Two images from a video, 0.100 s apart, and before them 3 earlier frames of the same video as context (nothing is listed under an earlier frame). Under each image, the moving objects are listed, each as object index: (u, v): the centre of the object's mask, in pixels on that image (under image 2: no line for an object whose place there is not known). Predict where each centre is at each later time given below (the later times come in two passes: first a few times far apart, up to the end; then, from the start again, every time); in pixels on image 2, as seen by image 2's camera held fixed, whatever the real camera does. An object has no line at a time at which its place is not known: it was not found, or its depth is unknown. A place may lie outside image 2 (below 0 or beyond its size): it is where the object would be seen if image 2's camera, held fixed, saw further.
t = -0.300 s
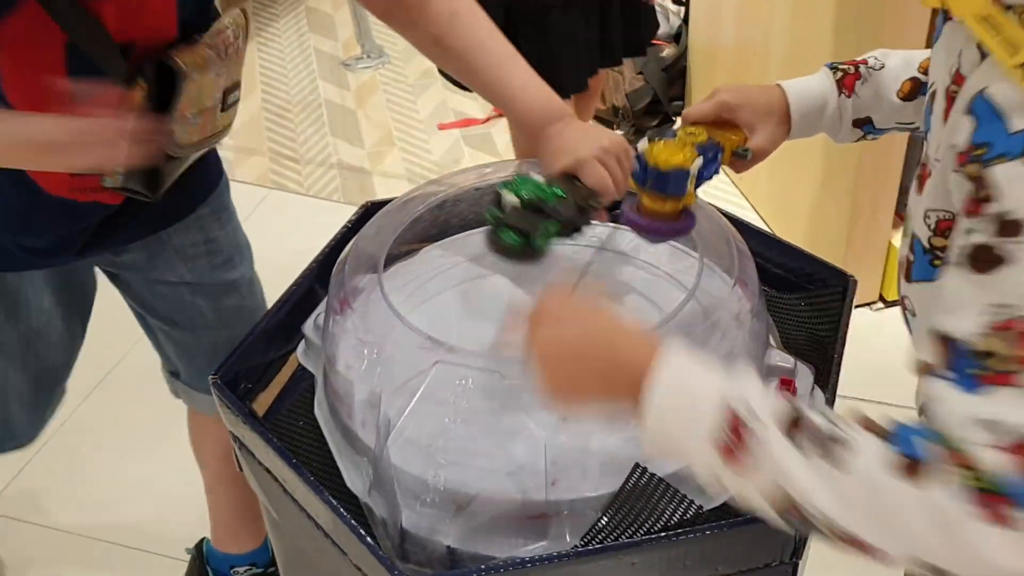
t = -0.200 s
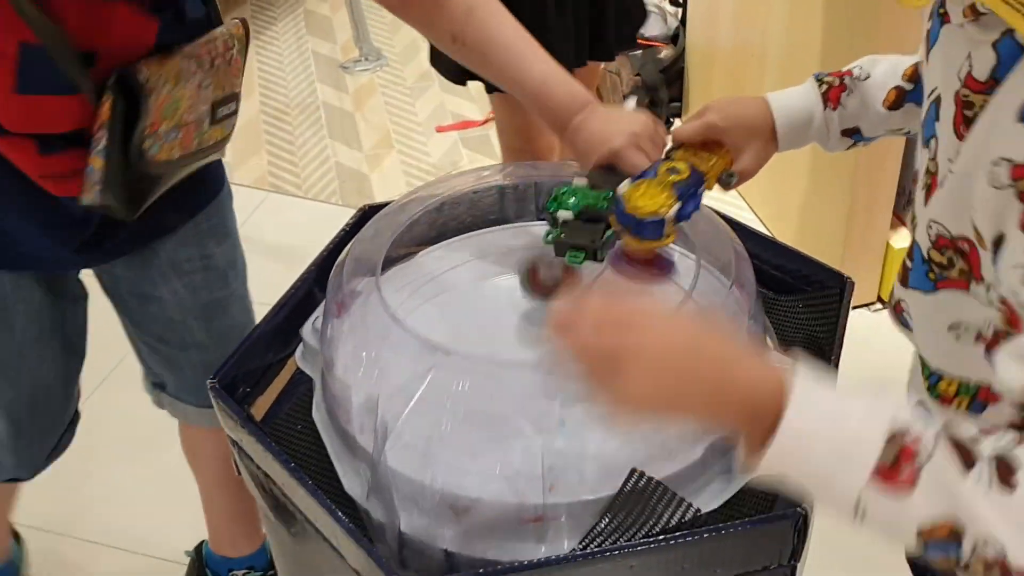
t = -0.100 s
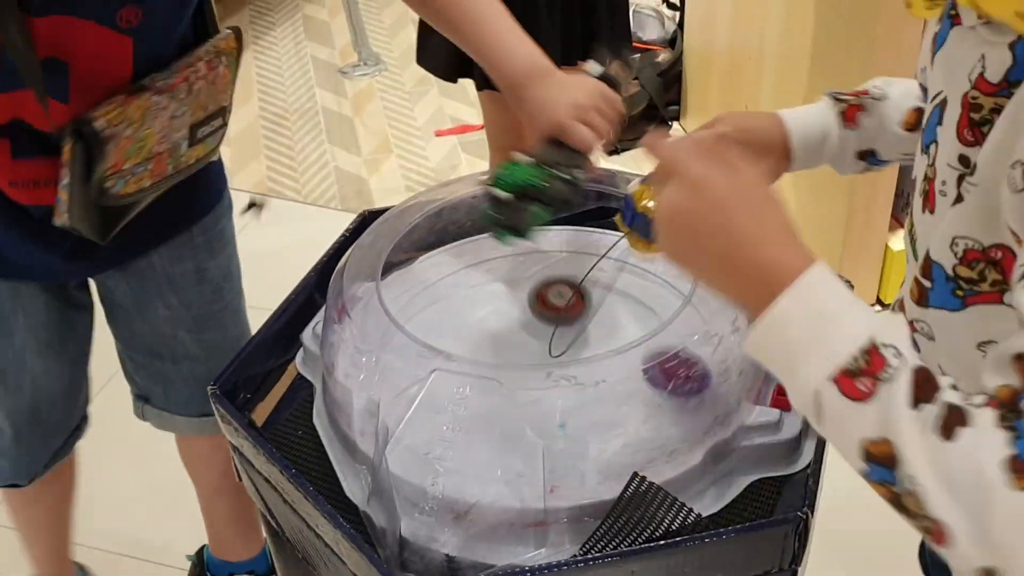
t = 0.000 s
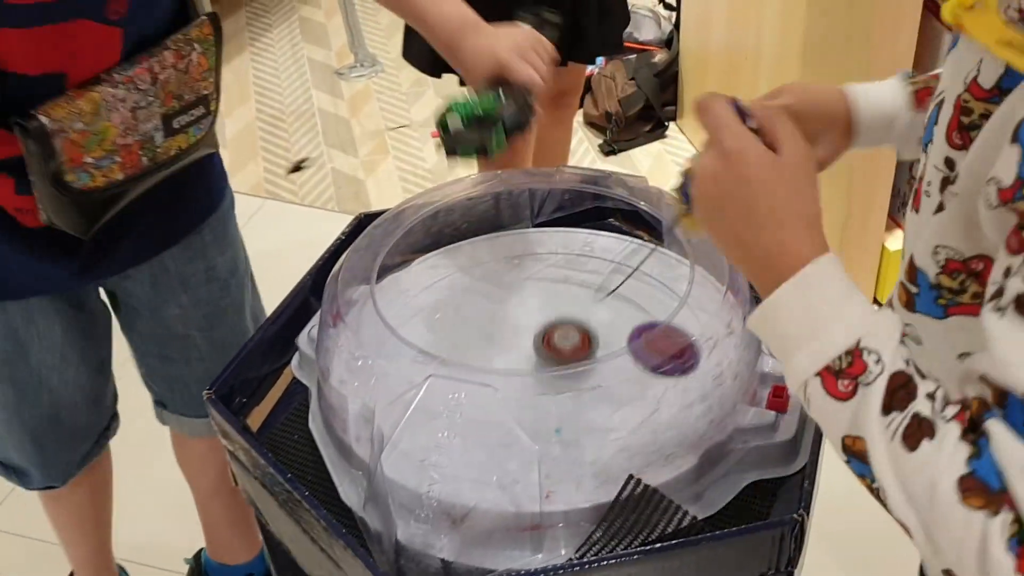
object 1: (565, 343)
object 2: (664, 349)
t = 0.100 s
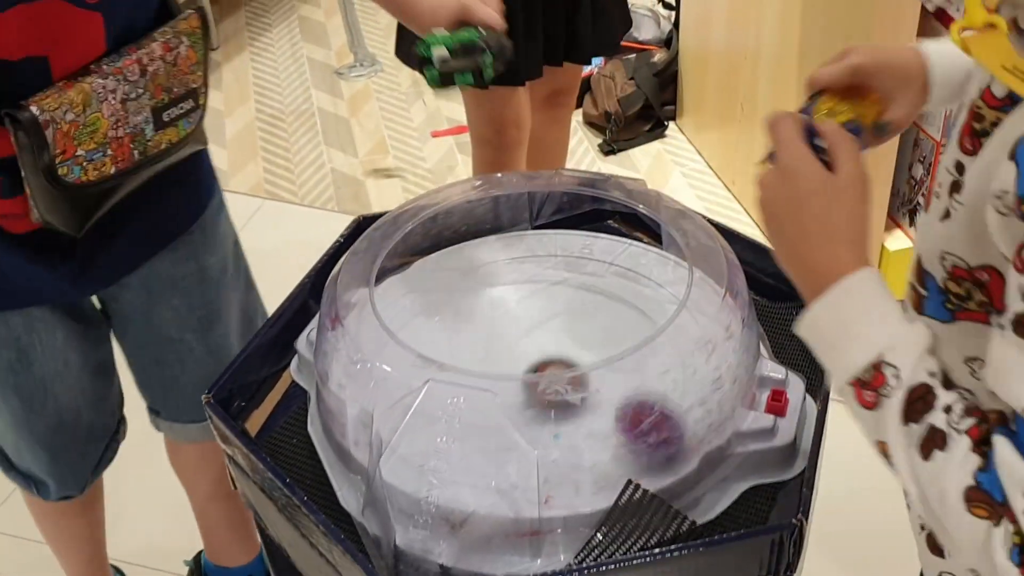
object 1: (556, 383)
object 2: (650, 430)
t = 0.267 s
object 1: (492, 403)
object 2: (567, 419)
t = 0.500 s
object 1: (377, 339)
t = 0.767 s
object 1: (411, 309)
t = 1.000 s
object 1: (454, 339)
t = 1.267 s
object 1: (514, 337)
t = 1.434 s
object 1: (568, 360)
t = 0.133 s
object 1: (546, 391)
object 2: (631, 418)
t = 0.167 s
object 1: (536, 403)
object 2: (612, 406)
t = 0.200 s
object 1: (526, 406)
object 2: (592, 404)
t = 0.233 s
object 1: (513, 405)
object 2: (577, 414)
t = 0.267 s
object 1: (492, 403)
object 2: (567, 419)
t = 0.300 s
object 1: (467, 396)
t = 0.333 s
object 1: (445, 386)
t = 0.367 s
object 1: (424, 376)
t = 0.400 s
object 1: (411, 361)
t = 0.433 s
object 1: (401, 354)
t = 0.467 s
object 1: (387, 346)
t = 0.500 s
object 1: (377, 339)
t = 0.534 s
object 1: (375, 331)
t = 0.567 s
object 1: (379, 329)
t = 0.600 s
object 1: (386, 321)
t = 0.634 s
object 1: (393, 316)
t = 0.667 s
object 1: (403, 312)
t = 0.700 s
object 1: (405, 310)
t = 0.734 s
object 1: (408, 309)
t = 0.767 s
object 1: (411, 309)
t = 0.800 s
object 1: (414, 311)
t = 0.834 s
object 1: (417, 314)
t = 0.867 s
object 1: (420, 319)
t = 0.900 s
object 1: (424, 324)
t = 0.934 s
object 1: (431, 329)
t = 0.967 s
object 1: (442, 335)
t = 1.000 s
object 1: (454, 339)
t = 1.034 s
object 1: (458, 341)
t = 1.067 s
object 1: (460, 342)
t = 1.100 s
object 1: (464, 341)
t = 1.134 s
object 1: (470, 337)
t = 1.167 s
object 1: (477, 338)
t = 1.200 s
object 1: (488, 337)
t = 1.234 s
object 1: (500, 336)
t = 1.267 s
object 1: (514, 337)
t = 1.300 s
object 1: (528, 342)
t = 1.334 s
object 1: (542, 346)
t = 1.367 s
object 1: (555, 350)
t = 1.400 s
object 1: (563, 356)
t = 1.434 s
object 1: (568, 360)
